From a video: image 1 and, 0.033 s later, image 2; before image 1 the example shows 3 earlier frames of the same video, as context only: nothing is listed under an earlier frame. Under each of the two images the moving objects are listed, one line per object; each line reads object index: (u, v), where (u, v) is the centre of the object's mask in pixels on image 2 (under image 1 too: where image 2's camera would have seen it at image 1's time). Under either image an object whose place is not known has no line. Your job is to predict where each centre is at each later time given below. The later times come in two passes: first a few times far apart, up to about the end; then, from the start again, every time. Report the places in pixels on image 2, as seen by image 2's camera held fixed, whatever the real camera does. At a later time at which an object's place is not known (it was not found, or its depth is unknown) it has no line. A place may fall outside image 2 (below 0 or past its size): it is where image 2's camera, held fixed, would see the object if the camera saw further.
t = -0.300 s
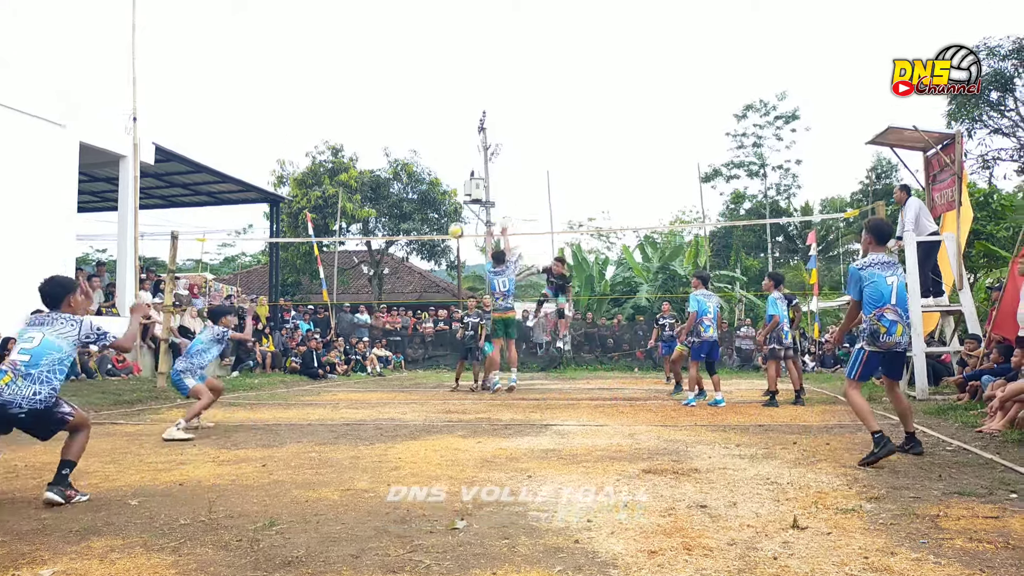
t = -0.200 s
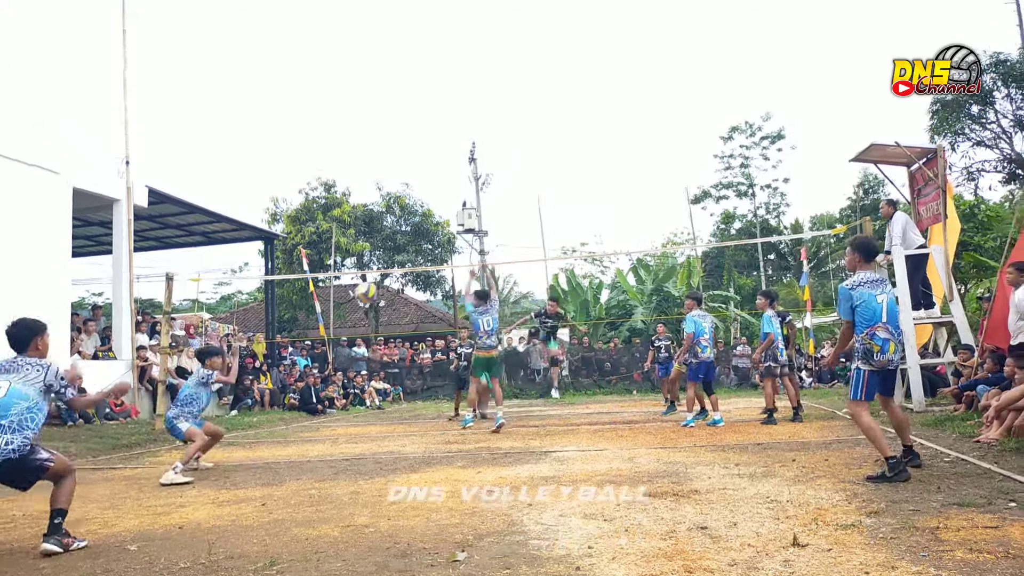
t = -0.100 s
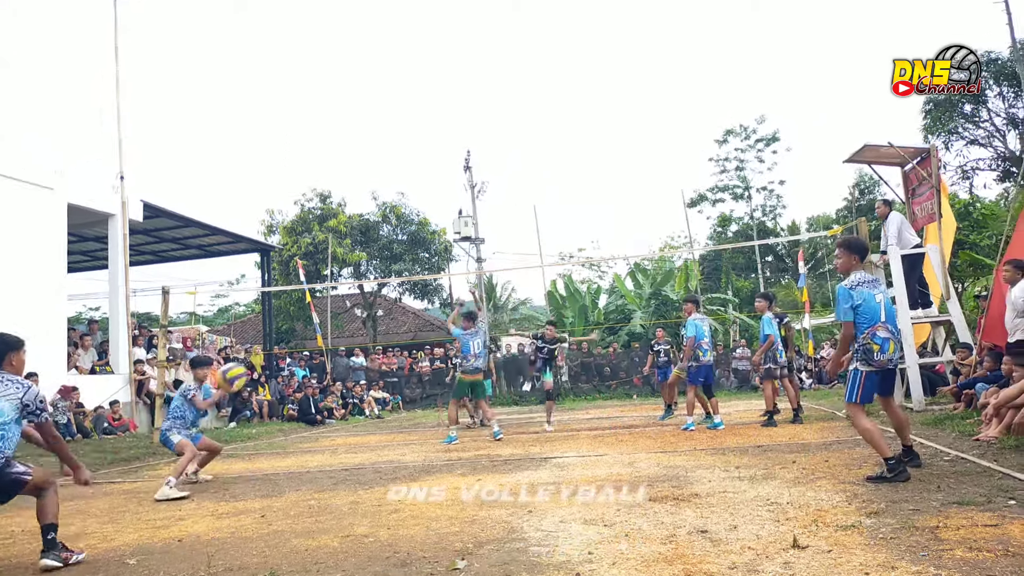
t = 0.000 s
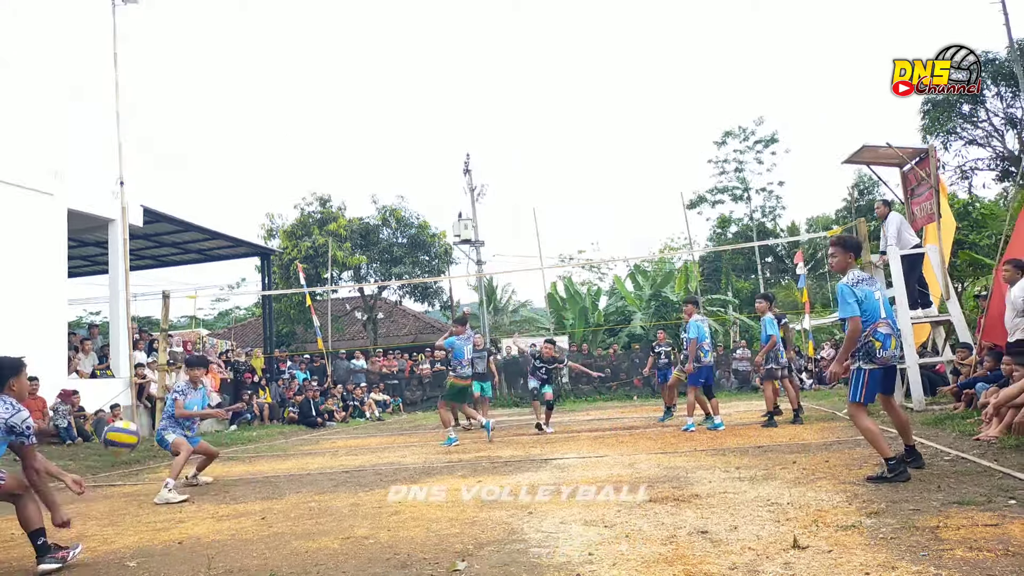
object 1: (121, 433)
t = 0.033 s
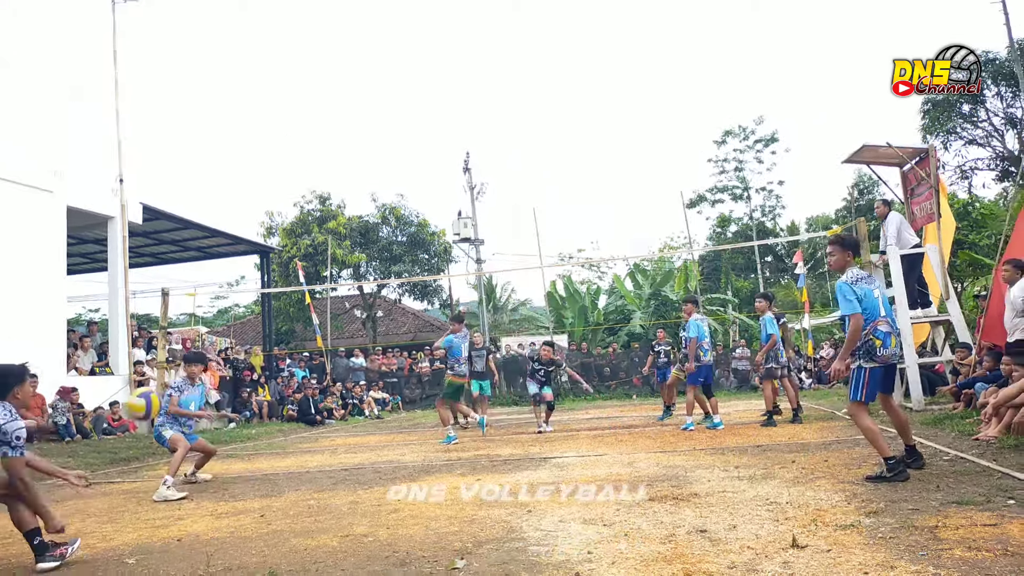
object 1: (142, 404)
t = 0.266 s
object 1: (306, 240)
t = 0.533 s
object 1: (487, 155)
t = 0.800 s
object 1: (680, 176)
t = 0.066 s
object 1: (168, 376)
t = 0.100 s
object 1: (189, 348)
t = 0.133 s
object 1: (213, 323)
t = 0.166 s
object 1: (237, 300)
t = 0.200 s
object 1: (260, 278)
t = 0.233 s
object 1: (282, 257)
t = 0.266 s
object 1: (306, 240)
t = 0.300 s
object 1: (328, 223)
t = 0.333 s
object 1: (351, 210)
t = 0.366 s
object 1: (372, 196)
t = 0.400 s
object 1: (394, 185)
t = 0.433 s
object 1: (417, 176)
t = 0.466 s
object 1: (439, 166)
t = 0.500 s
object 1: (463, 160)
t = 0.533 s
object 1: (487, 155)
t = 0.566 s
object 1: (508, 151)
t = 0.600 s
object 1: (533, 150)
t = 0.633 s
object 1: (556, 149)
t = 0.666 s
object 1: (579, 150)
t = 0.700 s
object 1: (604, 155)
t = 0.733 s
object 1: (629, 159)
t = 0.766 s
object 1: (653, 166)
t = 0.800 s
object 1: (680, 176)
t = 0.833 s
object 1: (706, 186)
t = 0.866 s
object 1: (734, 196)
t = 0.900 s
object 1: (763, 212)
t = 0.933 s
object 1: (786, 230)
